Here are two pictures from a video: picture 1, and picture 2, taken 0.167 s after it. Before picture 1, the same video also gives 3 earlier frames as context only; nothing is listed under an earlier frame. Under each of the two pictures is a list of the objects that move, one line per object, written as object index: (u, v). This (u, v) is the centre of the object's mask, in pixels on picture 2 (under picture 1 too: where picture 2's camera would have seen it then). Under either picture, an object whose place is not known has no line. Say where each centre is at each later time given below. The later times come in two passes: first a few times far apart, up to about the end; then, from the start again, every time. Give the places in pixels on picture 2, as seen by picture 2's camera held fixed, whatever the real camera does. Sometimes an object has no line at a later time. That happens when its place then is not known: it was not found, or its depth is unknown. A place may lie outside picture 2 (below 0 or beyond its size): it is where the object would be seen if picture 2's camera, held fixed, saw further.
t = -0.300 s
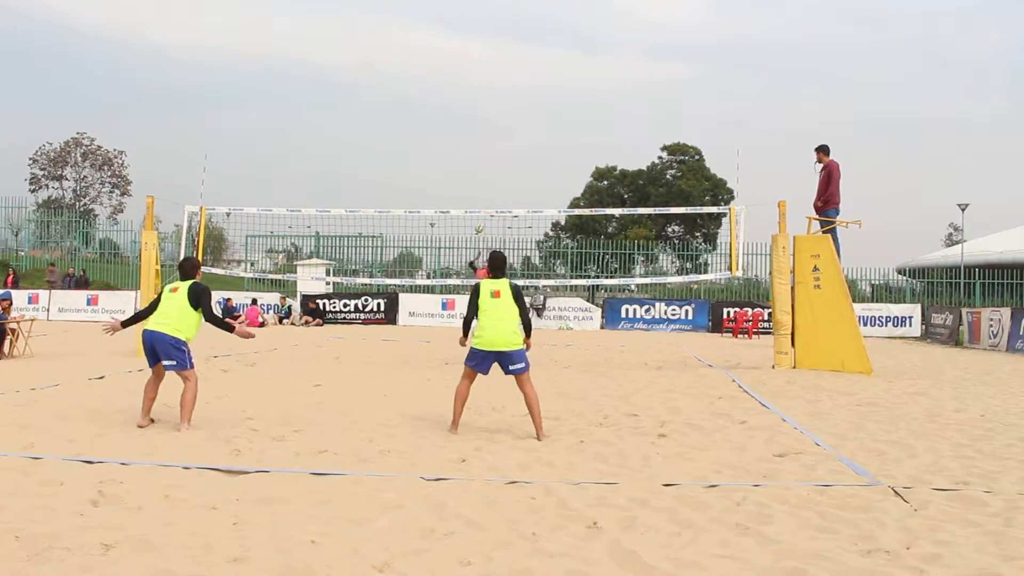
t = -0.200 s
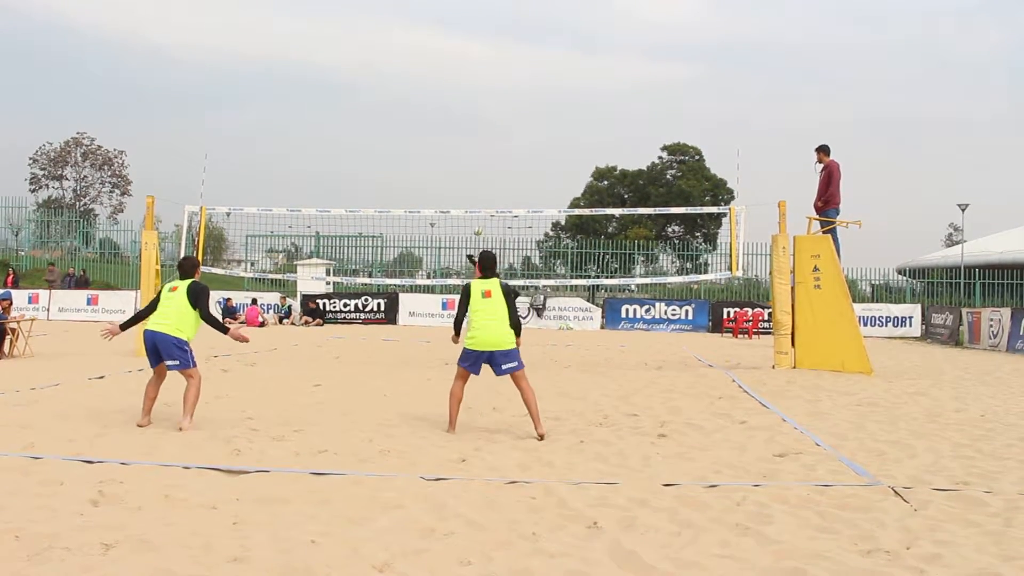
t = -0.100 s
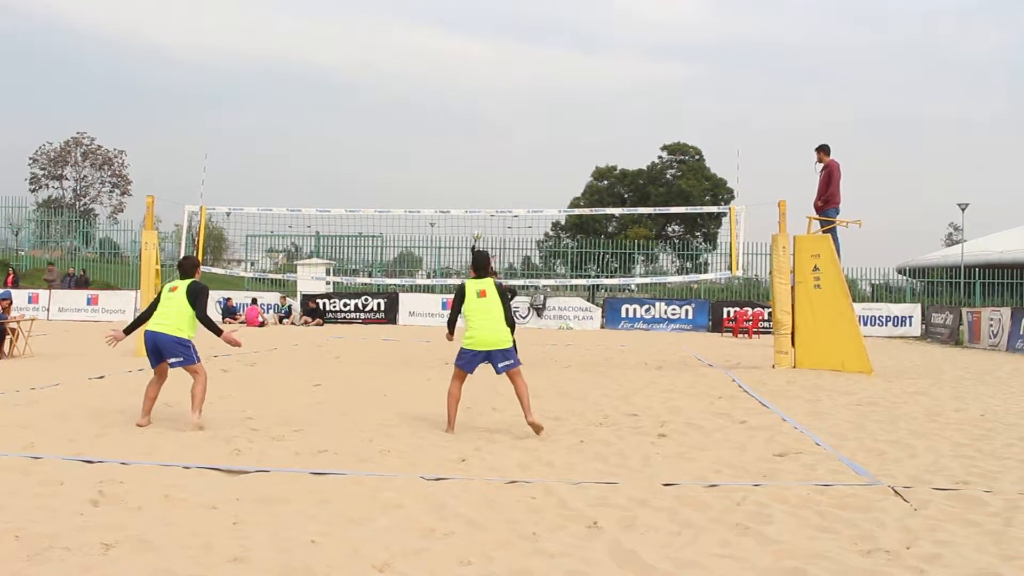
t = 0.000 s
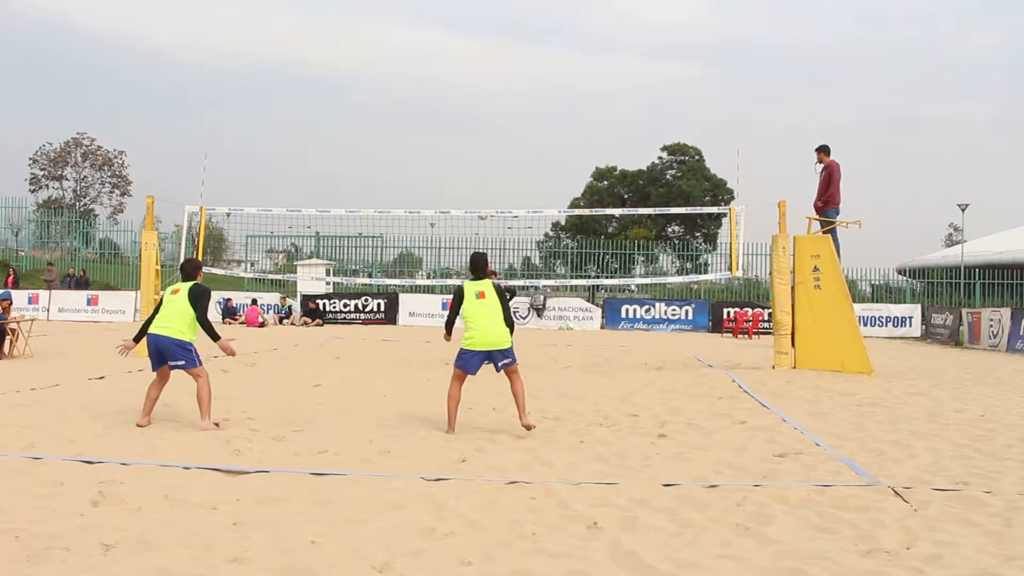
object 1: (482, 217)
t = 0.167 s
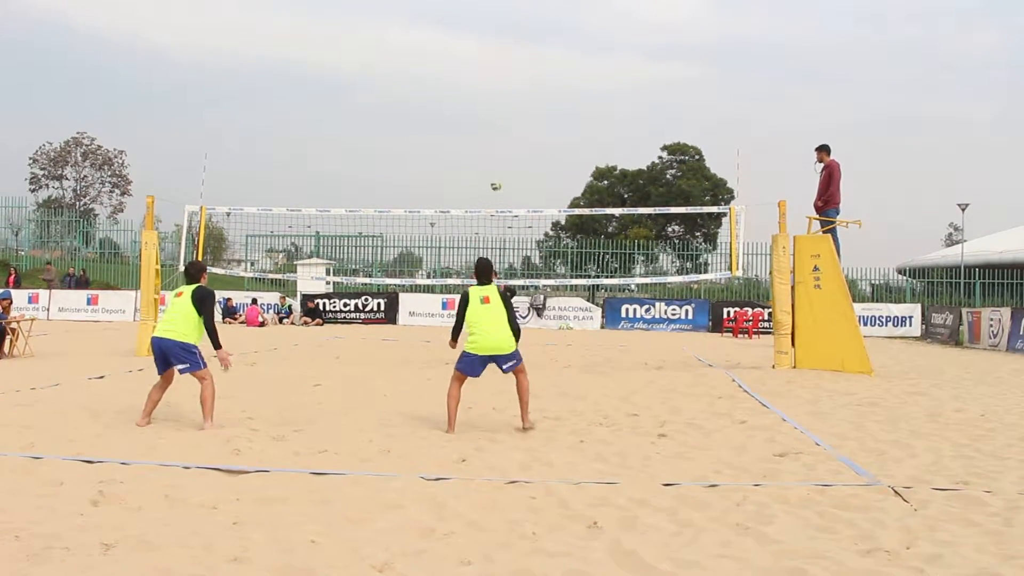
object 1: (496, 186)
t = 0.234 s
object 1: (502, 176)
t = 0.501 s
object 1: (539, 161)
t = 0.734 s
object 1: (586, 192)
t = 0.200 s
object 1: (499, 181)
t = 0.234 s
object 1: (502, 176)
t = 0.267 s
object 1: (506, 172)
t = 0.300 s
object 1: (510, 169)
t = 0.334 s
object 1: (514, 166)
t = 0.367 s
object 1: (519, 164)
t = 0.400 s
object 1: (524, 162)
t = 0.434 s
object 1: (528, 161)
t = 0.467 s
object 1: (533, 161)
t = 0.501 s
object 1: (539, 161)
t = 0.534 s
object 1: (544, 163)
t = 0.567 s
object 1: (550, 165)
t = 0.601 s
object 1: (557, 169)
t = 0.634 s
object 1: (563, 172)
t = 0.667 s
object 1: (570, 178)
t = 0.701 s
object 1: (578, 184)
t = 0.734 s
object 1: (586, 192)
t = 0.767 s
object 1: (595, 200)
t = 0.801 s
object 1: (604, 211)
